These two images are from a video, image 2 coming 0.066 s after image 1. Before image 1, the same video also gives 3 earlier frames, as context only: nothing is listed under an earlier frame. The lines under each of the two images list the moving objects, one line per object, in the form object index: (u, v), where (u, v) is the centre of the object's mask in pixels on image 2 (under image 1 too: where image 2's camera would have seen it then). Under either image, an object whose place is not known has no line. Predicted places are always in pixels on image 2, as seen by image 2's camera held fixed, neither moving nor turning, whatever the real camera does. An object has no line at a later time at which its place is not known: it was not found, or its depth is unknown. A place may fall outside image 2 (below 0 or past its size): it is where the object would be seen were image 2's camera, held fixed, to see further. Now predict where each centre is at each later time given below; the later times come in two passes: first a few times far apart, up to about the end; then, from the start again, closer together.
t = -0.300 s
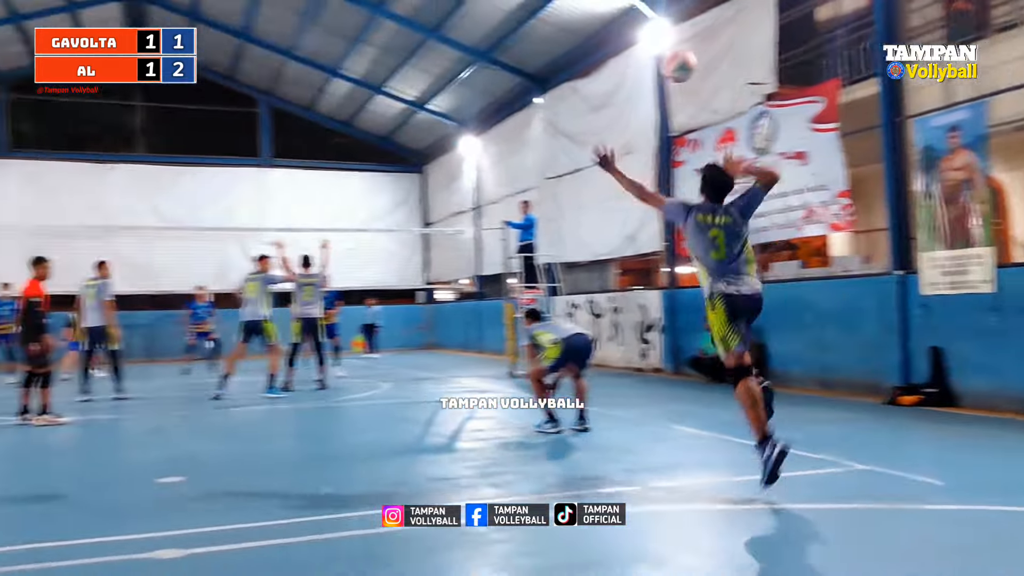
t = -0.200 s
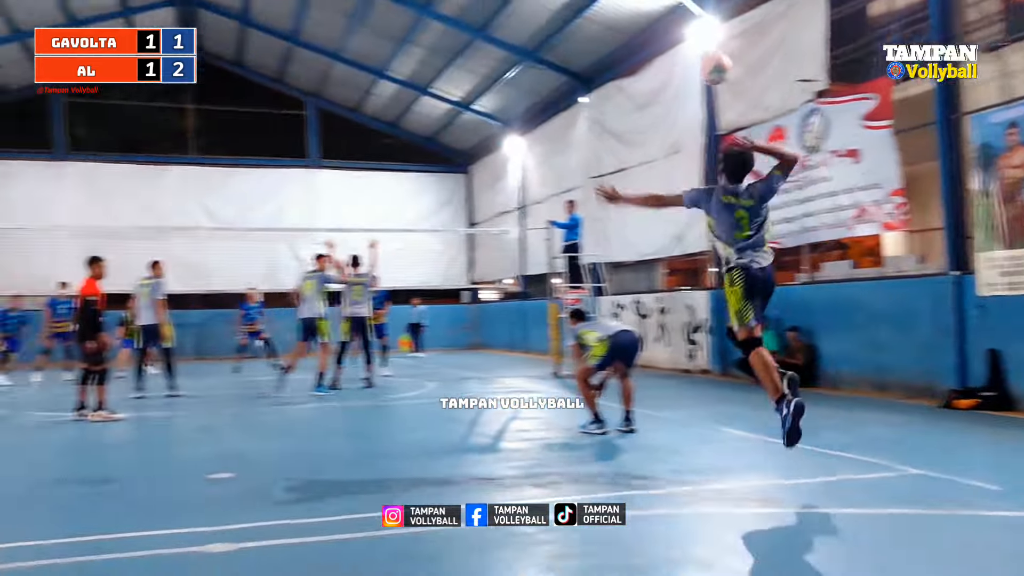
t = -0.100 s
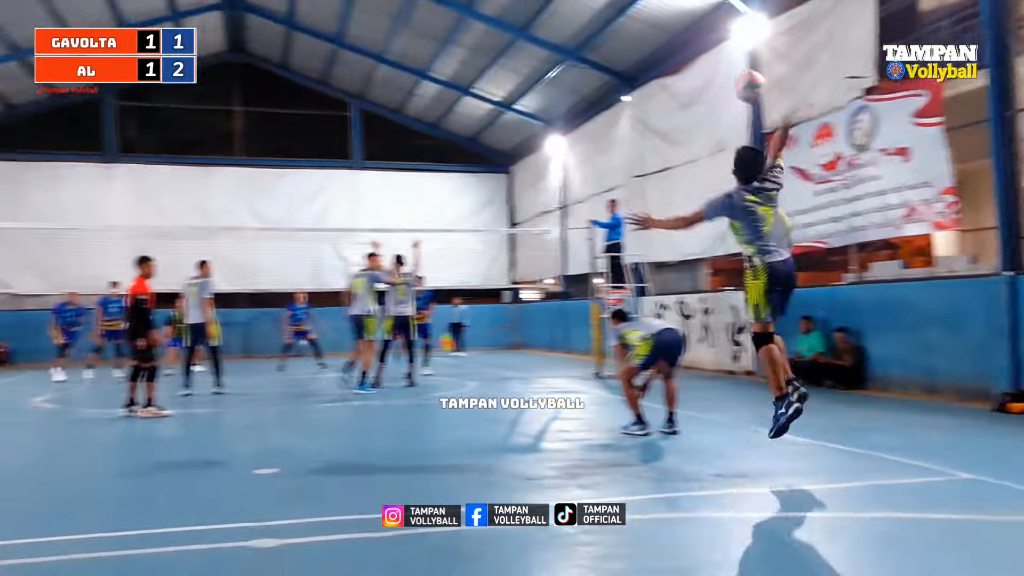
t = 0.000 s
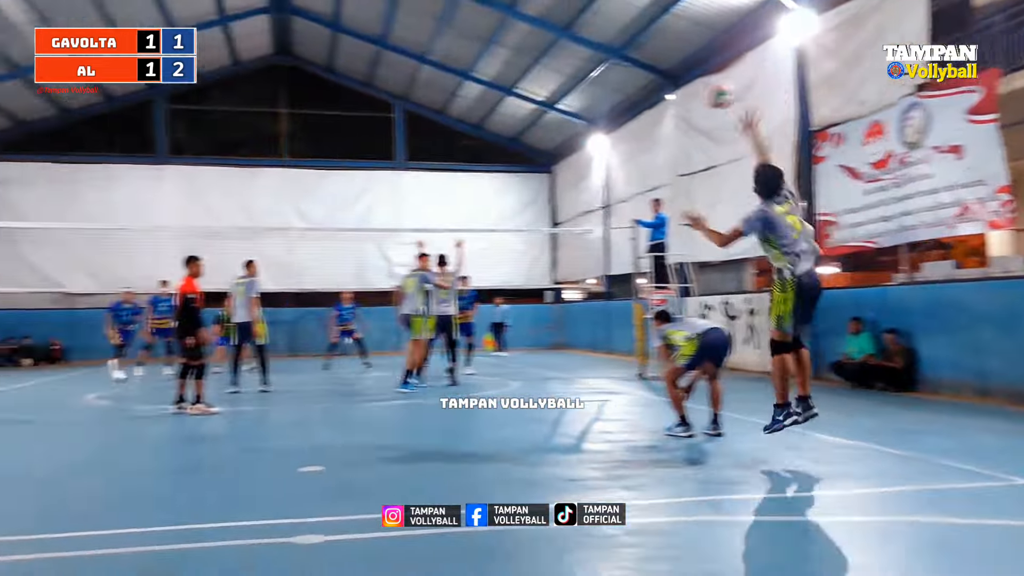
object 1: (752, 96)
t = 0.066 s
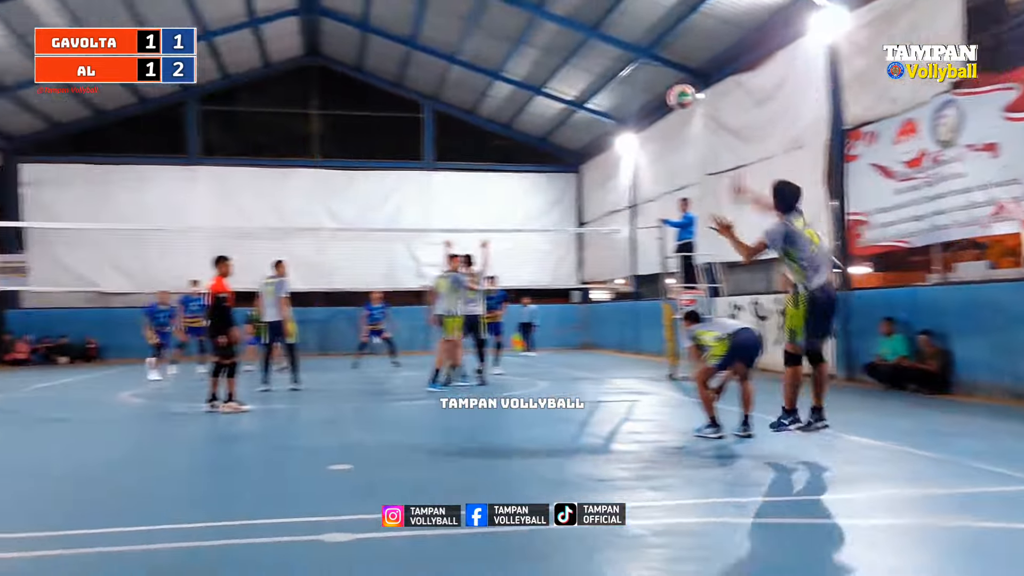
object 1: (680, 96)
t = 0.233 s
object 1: (578, 114)
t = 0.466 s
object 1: (506, 161)
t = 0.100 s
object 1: (656, 98)
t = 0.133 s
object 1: (633, 101)
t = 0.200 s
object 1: (594, 108)
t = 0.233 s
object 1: (578, 114)
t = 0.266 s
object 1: (564, 119)
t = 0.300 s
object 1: (552, 124)
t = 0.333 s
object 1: (541, 131)
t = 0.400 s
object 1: (522, 145)
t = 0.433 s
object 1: (513, 153)
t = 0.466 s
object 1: (506, 161)
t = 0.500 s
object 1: (499, 168)
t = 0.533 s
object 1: (492, 177)
